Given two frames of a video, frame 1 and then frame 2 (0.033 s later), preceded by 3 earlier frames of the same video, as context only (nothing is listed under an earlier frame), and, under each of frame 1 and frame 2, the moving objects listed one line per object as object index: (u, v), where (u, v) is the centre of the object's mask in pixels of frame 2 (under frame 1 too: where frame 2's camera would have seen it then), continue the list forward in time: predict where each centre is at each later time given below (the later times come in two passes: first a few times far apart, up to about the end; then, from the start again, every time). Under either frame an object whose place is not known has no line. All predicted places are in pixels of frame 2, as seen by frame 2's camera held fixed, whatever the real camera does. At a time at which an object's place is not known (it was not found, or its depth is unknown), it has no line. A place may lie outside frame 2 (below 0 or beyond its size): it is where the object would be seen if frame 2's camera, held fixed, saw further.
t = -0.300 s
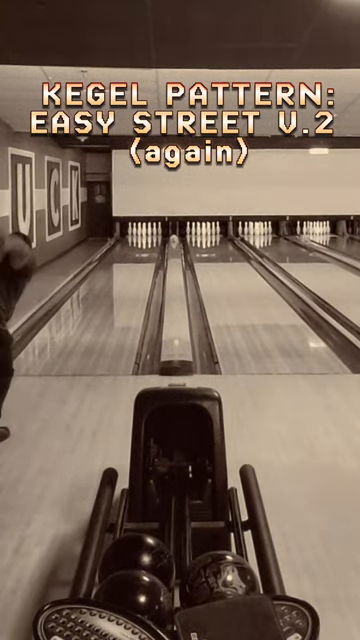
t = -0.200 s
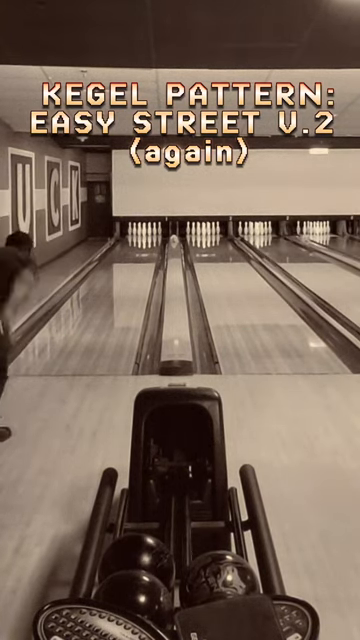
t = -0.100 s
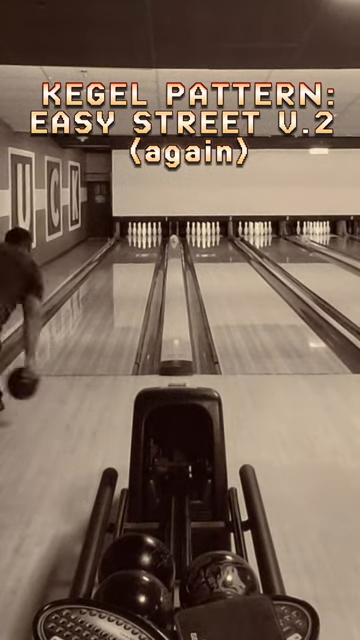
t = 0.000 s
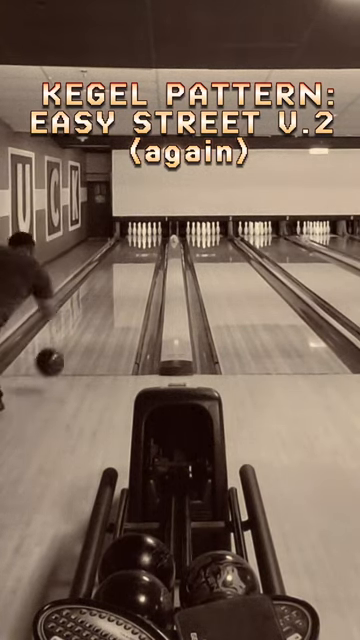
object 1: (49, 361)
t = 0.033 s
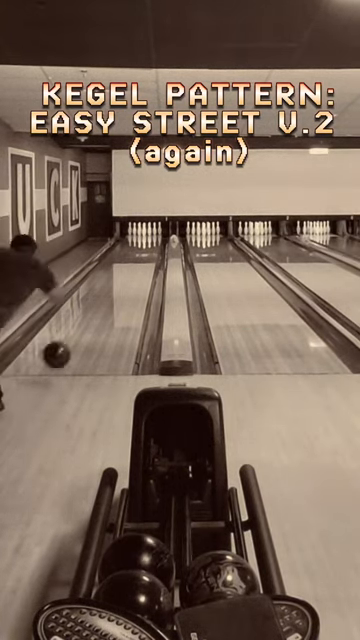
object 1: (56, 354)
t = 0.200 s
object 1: (82, 337)
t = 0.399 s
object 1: (102, 311)
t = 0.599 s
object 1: (117, 292)
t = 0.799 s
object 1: (128, 279)
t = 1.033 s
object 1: (136, 266)
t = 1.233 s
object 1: (141, 258)
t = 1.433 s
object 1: (146, 252)
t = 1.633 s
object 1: (149, 247)
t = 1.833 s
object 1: (150, 242)
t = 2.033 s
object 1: (150, 238)
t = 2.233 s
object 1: (149, 235)
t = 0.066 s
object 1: (62, 349)
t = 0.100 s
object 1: (68, 346)
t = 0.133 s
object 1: (73, 344)
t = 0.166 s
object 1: (77, 343)
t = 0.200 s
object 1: (82, 337)
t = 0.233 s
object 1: (86, 332)
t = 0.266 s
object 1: (90, 327)
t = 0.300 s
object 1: (93, 323)
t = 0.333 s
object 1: (96, 319)
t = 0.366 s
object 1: (99, 315)
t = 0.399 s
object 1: (102, 311)
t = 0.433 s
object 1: (105, 307)
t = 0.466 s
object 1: (108, 304)
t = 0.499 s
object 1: (110, 301)
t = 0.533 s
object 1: (113, 298)
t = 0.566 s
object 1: (115, 295)
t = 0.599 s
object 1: (117, 292)
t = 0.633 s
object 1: (119, 290)
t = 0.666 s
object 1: (121, 287)
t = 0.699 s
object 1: (122, 285)
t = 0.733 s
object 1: (124, 283)
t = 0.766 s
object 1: (126, 281)
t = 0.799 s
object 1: (128, 279)
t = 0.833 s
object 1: (129, 277)
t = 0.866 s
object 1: (130, 275)
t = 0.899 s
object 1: (132, 273)
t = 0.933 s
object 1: (133, 271)
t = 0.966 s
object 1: (134, 269)
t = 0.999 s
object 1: (135, 268)
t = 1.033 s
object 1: (136, 266)
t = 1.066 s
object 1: (137, 265)
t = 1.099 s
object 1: (138, 263)
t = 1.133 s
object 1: (139, 262)
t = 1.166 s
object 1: (140, 261)
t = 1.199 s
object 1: (141, 259)
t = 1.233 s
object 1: (141, 258)
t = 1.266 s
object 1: (142, 257)
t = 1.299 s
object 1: (143, 256)
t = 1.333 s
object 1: (144, 255)
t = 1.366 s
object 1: (144, 254)
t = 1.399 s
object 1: (145, 253)
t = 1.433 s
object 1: (146, 252)
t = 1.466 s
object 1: (147, 251)
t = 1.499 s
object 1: (147, 250)
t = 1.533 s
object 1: (147, 249)
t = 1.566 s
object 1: (148, 249)
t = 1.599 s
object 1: (149, 248)
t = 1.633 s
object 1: (149, 247)
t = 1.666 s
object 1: (149, 246)
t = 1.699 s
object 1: (149, 244)
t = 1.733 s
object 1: (150, 243)
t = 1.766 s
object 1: (150, 243)
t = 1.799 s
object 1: (150, 242)
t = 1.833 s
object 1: (150, 242)
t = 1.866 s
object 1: (150, 241)
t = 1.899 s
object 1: (150, 240)
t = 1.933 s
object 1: (150, 240)
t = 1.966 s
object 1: (150, 239)
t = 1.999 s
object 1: (150, 239)
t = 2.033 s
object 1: (150, 238)
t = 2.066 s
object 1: (149, 238)
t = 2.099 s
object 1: (149, 237)
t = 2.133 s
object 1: (149, 238)
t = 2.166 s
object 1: (149, 236)
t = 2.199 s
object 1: (149, 235)
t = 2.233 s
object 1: (149, 235)
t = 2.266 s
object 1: (148, 234)
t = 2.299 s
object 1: (148, 235)
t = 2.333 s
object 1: (148, 234)
